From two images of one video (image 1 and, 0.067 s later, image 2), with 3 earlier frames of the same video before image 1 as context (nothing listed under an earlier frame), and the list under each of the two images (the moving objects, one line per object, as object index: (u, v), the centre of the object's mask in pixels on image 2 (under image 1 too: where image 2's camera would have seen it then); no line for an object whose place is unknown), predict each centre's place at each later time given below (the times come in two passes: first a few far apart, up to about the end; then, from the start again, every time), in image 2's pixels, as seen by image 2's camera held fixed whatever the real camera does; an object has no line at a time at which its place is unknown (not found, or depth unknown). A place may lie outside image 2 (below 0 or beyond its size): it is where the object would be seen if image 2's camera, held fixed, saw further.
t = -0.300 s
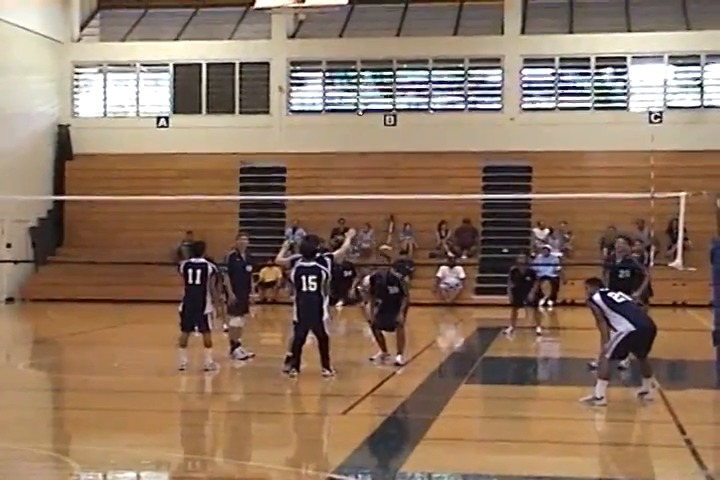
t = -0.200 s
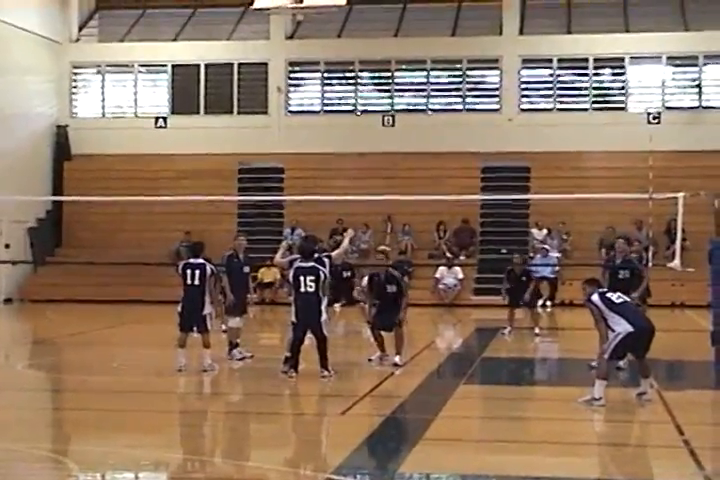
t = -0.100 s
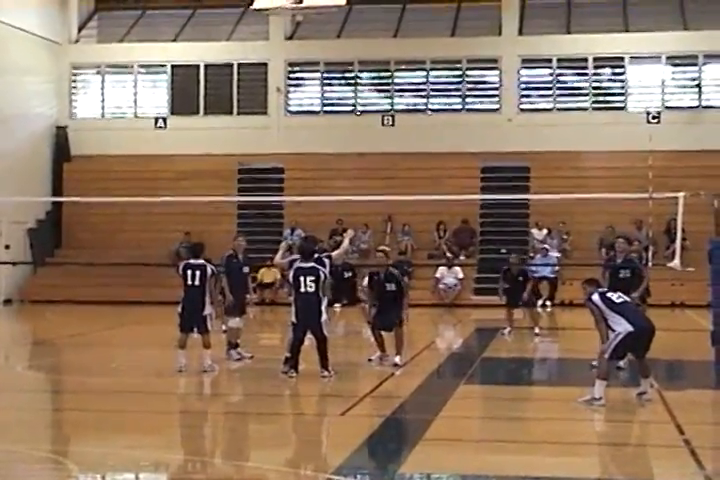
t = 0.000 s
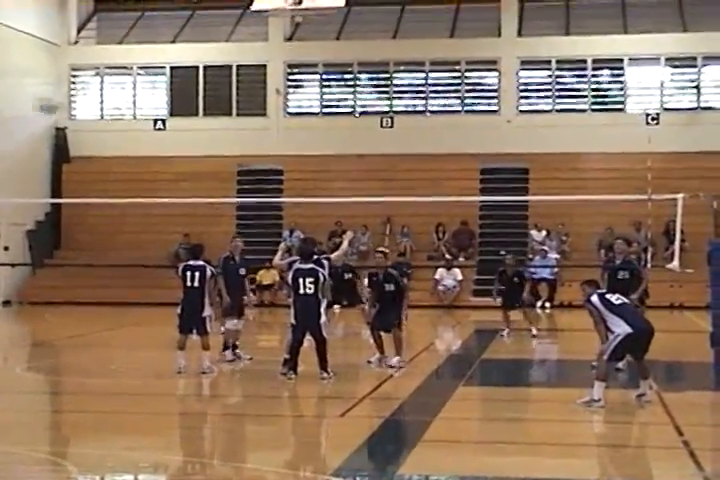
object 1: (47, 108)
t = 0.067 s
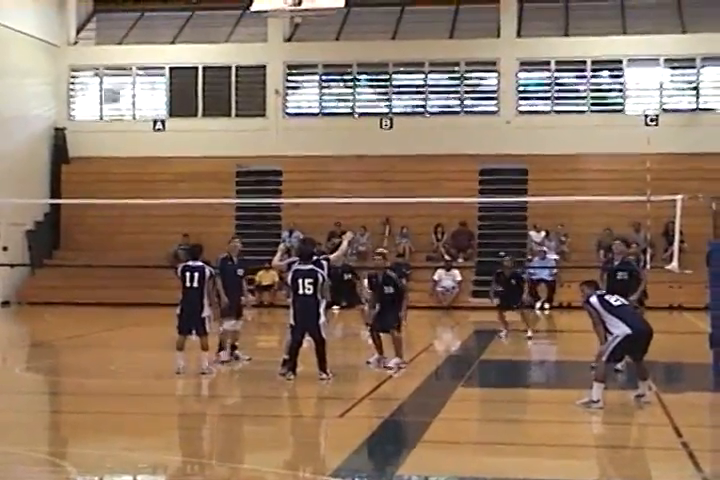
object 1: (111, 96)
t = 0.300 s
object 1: (271, 95)
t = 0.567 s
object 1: (381, 133)
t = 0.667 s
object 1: (408, 158)
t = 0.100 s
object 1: (140, 93)
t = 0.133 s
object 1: (167, 88)
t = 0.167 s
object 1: (190, 88)
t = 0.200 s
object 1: (214, 89)
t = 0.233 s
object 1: (235, 90)
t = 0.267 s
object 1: (254, 92)
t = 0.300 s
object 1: (271, 95)
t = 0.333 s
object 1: (289, 100)
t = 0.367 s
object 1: (303, 104)
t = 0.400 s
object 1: (321, 105)
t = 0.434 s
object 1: (332, 111)
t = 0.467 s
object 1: (347, 117)
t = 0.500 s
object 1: (361, 119)
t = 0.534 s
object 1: (371, 127)
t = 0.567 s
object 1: (381, 133)
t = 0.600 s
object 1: (390, 139)
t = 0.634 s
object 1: (400, 150)
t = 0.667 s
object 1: (408, 158)
